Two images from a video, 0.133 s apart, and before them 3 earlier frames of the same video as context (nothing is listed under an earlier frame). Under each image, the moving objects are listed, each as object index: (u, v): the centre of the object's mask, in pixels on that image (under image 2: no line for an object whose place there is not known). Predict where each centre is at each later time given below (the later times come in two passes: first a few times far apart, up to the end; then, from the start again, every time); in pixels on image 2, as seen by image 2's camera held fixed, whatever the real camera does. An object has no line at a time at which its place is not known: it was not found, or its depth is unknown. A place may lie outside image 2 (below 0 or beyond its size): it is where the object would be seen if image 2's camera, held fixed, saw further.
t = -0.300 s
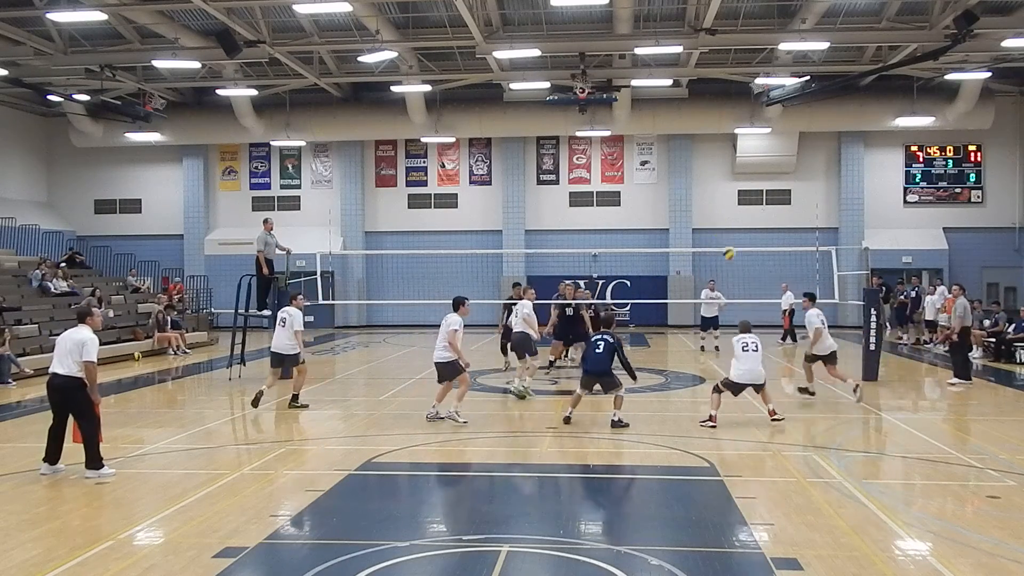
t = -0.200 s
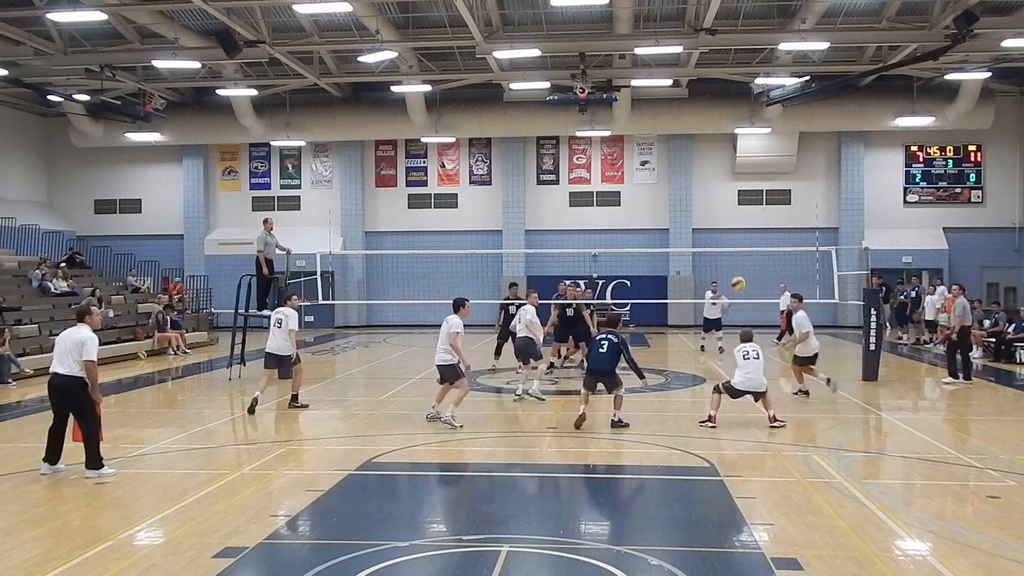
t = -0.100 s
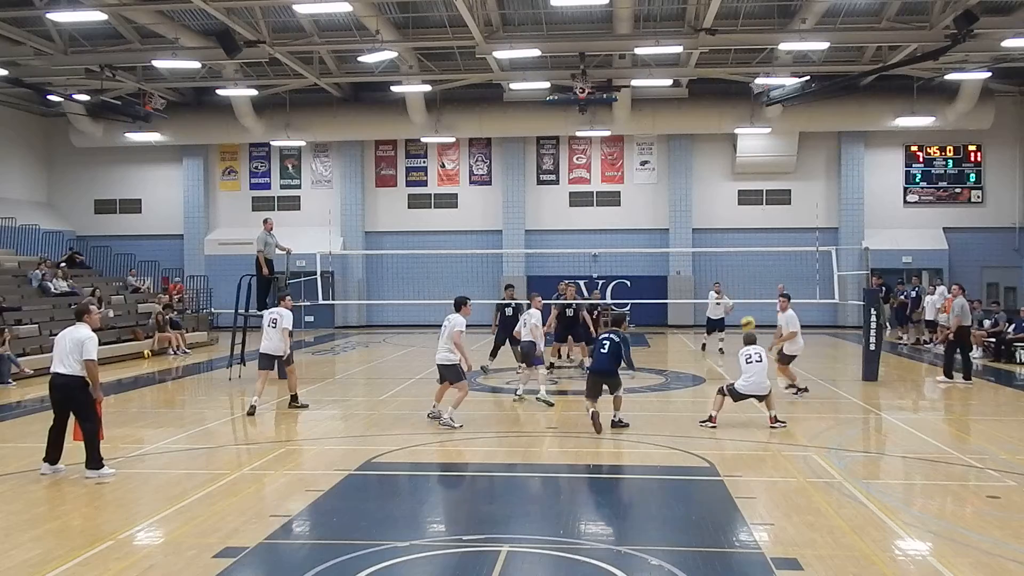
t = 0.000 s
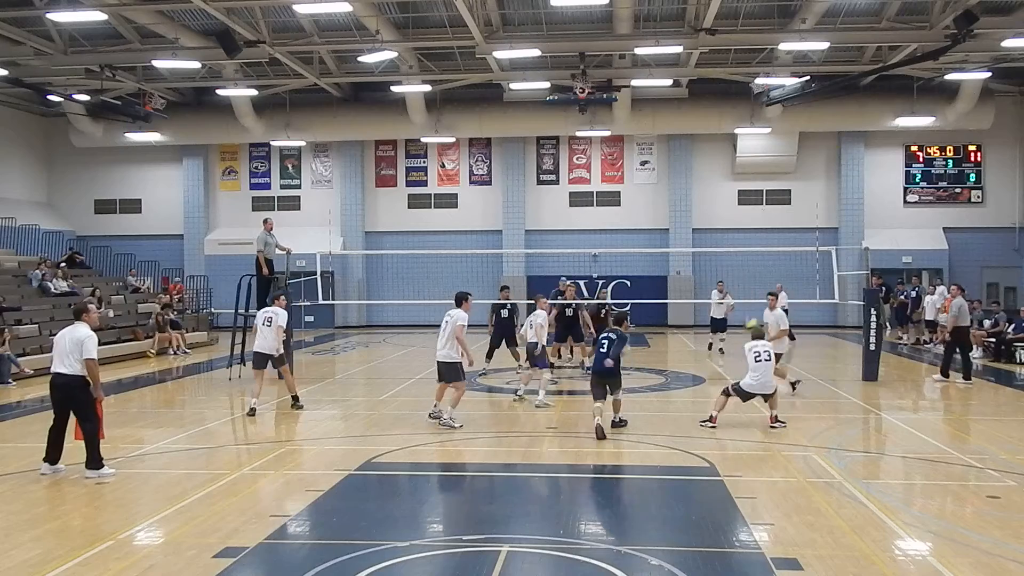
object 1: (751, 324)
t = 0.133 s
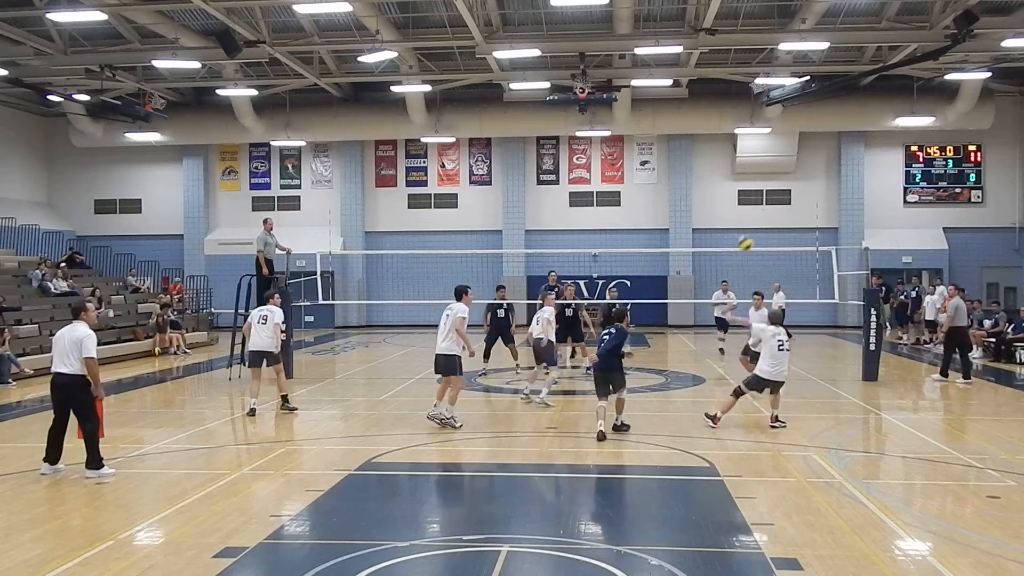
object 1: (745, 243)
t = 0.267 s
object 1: (740, 175)
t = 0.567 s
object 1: (730, 77)
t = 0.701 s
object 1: (725, 53)
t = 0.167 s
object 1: (744, 226)
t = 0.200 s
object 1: (743, 207)
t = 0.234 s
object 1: (742, 191)
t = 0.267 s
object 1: (740, 175)
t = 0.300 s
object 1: (739, 163)
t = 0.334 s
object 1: (737, 147)
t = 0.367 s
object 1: (736, 136)
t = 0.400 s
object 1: (735, 121)
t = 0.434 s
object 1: (734, 111)
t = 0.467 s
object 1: (733, 101)
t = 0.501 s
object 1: (732, 92)
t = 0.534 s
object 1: (731, 84)
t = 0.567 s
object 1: (730, 77)
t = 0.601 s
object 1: (728, 69)
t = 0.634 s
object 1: (727, 62)
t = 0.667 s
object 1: (726, 58)
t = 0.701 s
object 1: (725, 53)
